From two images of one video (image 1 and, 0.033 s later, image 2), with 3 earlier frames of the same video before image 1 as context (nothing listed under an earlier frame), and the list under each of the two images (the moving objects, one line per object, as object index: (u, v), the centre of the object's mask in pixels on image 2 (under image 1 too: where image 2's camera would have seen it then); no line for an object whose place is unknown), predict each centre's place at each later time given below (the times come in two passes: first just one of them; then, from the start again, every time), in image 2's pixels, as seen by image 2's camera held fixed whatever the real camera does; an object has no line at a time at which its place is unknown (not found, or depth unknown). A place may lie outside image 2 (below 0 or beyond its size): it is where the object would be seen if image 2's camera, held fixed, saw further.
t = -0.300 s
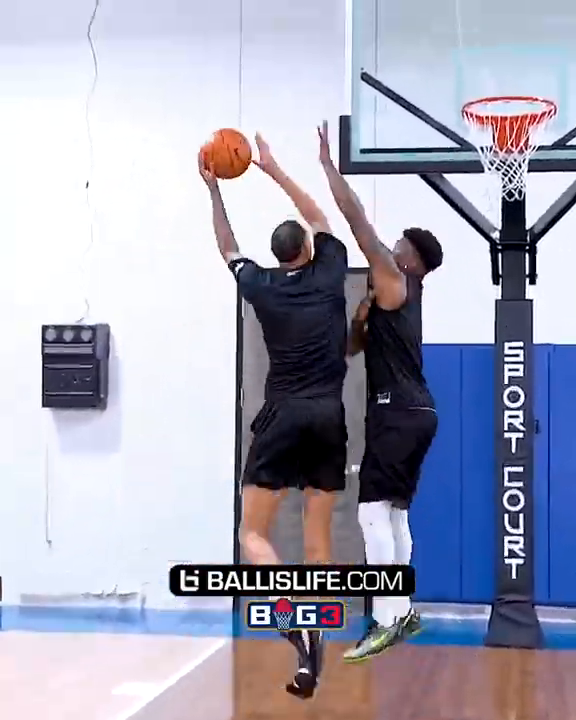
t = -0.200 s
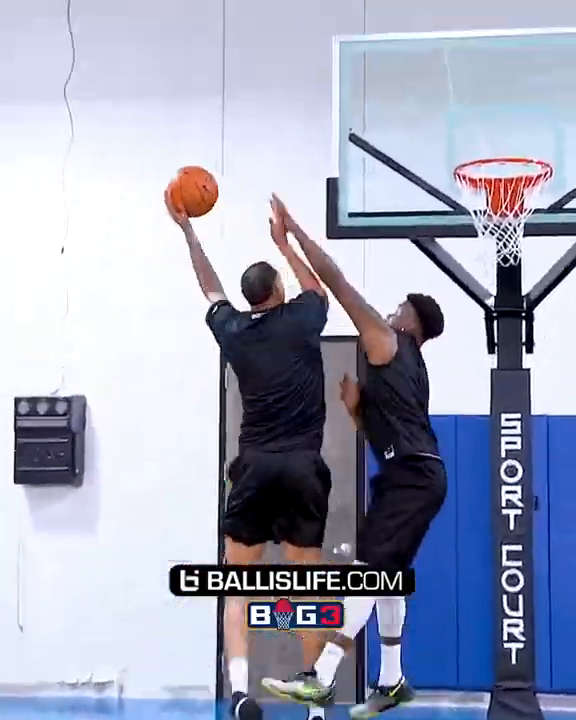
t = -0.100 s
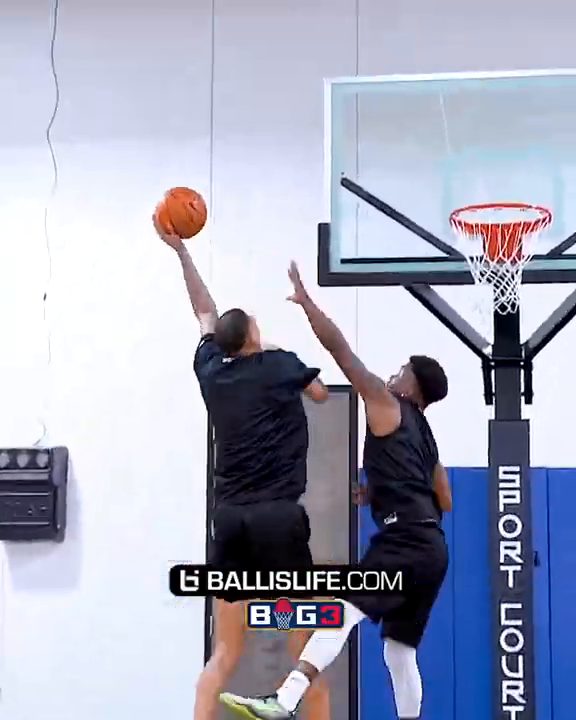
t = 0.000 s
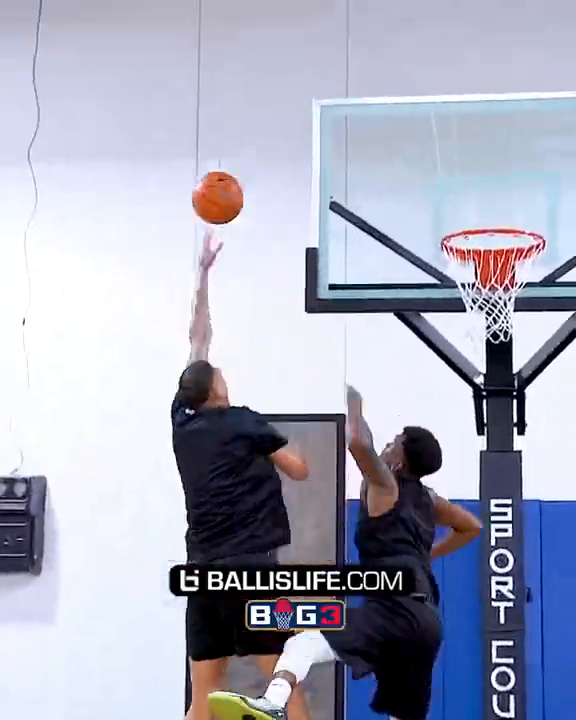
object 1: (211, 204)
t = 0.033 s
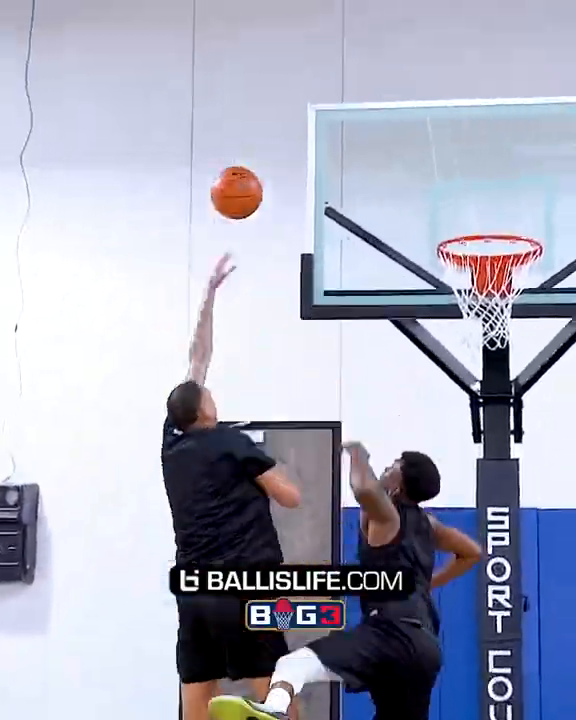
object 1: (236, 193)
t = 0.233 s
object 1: (375, 178)
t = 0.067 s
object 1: (261, 184)
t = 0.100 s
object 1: (285, 178)
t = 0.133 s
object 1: (308, 175)
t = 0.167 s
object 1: (330, 174)
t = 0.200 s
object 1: (353, 174)
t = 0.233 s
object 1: (375, 178)
